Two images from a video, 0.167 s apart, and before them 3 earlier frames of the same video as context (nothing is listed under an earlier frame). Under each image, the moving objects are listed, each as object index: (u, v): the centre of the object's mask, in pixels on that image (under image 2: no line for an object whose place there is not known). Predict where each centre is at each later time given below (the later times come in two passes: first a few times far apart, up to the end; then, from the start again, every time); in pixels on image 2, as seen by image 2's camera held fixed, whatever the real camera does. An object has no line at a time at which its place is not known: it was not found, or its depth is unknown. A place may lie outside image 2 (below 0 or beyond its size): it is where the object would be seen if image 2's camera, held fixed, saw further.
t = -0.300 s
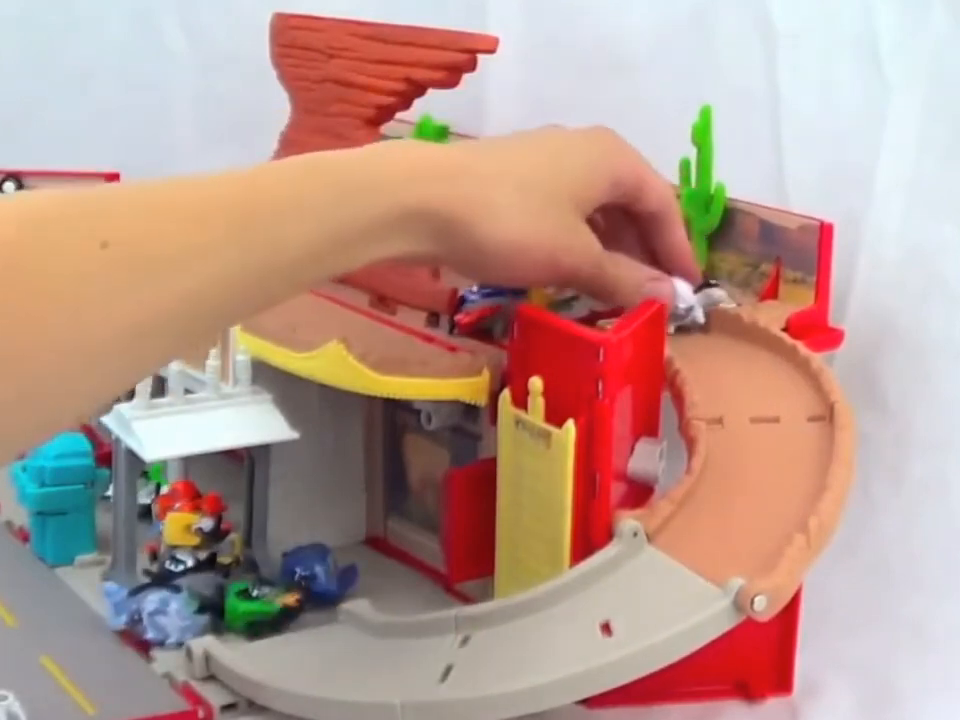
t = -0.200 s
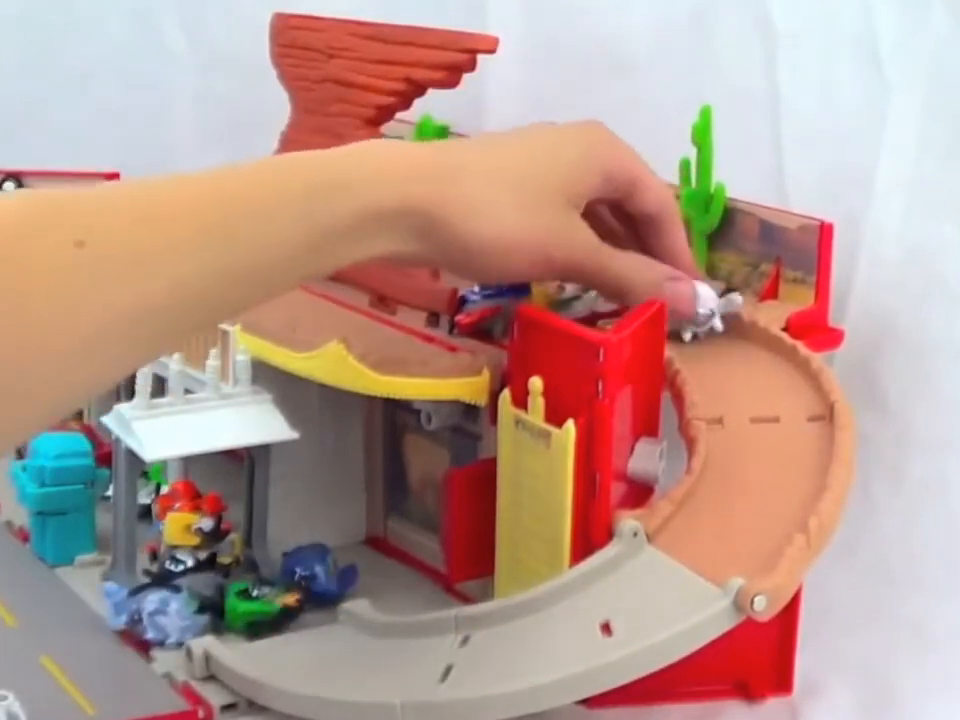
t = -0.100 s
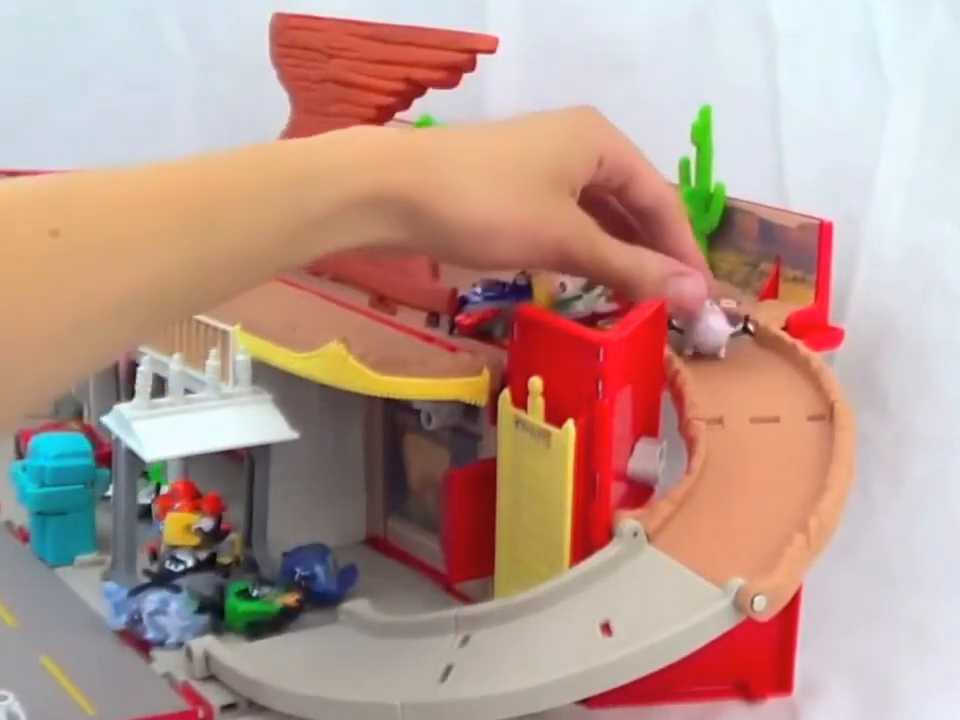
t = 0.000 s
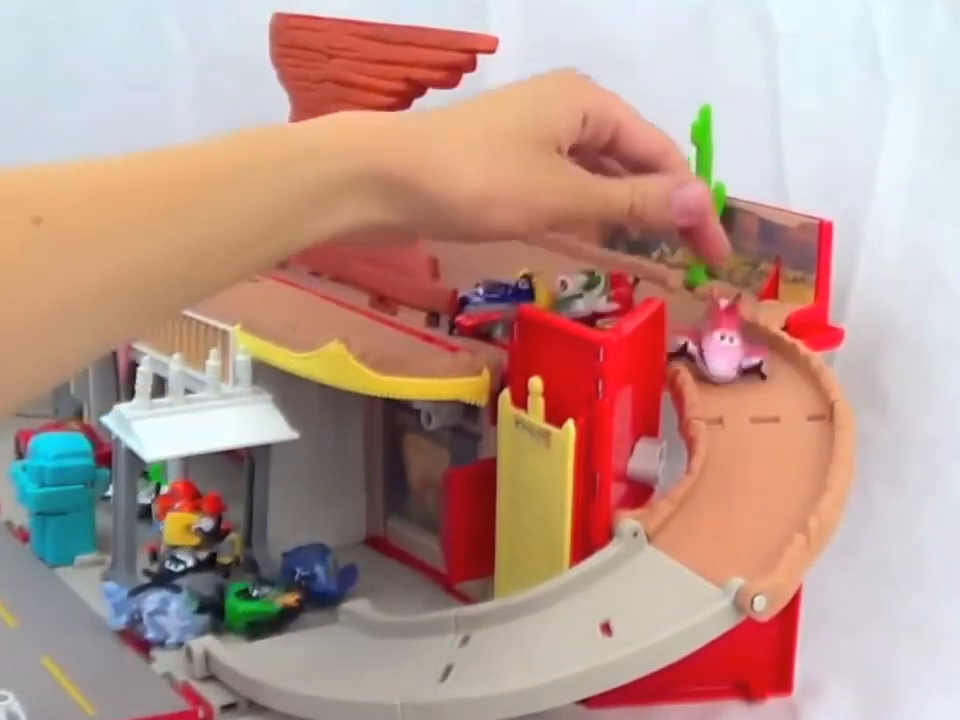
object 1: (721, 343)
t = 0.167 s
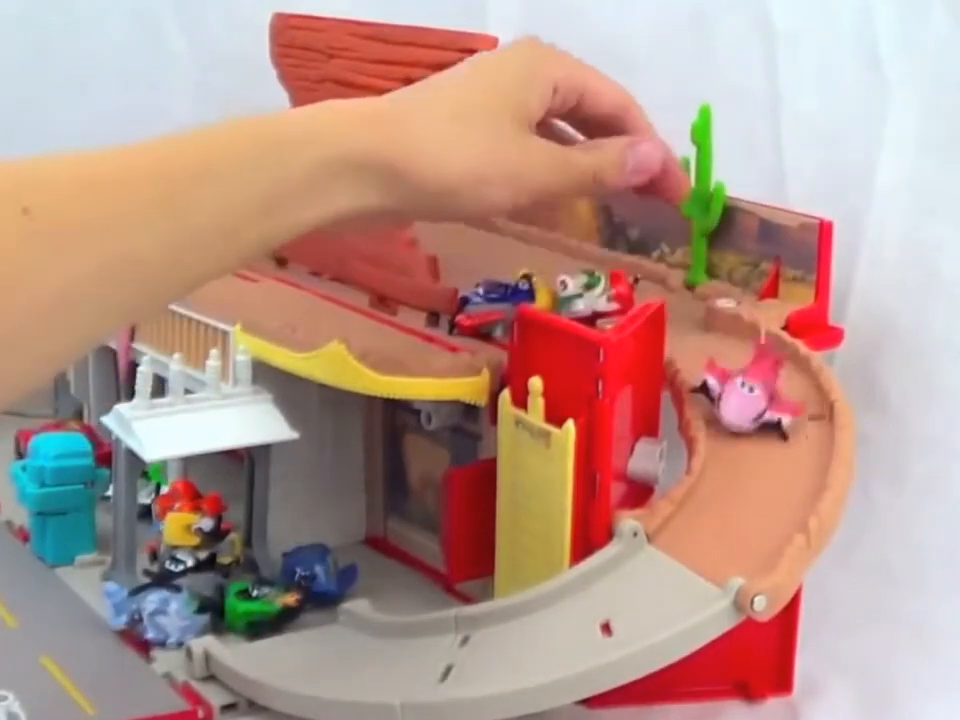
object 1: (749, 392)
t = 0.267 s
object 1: (742, 468)
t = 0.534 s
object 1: (318, 651)
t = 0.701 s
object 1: (226, 612)
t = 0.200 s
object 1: (748, 406)
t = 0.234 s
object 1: (746, 433)
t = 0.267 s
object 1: (742, 468)
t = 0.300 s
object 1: (732, 509)
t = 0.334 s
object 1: (702, 547)
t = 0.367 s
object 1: (645, 570)
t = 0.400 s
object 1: (579, 607)
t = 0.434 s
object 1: (504, 640)
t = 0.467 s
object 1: (438, 648)
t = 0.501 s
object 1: (373, 656)
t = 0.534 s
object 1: (318, 651)
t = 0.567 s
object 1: (278, 641)
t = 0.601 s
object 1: (251, 625)
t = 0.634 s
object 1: (230, 613)
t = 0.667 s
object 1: (229, 613)
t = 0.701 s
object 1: (226, 612)
